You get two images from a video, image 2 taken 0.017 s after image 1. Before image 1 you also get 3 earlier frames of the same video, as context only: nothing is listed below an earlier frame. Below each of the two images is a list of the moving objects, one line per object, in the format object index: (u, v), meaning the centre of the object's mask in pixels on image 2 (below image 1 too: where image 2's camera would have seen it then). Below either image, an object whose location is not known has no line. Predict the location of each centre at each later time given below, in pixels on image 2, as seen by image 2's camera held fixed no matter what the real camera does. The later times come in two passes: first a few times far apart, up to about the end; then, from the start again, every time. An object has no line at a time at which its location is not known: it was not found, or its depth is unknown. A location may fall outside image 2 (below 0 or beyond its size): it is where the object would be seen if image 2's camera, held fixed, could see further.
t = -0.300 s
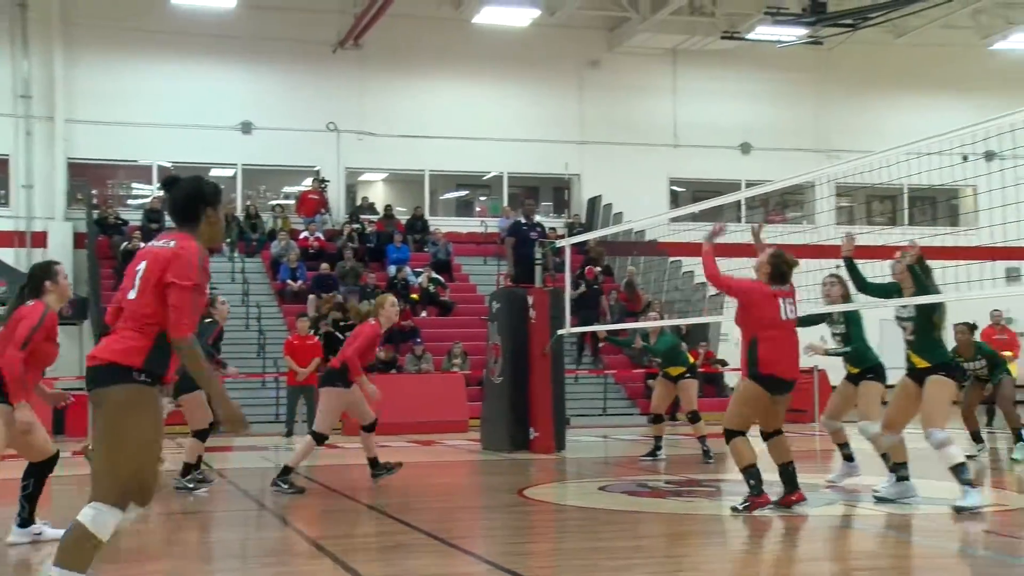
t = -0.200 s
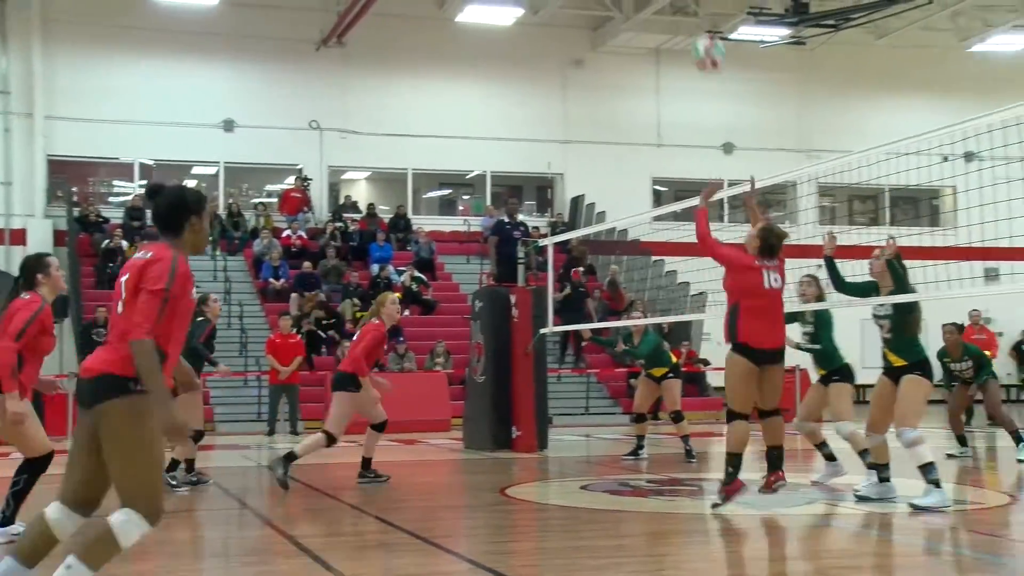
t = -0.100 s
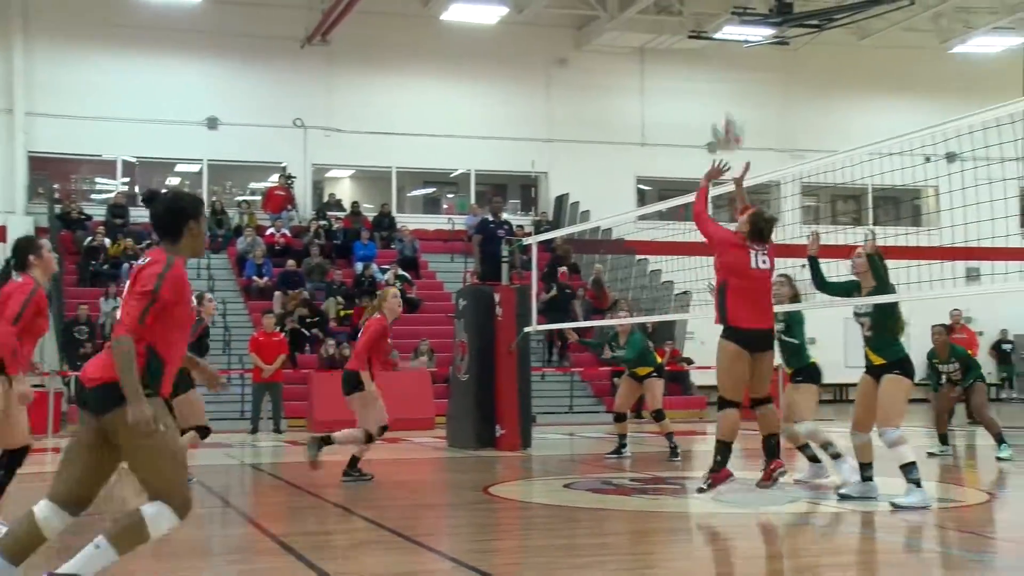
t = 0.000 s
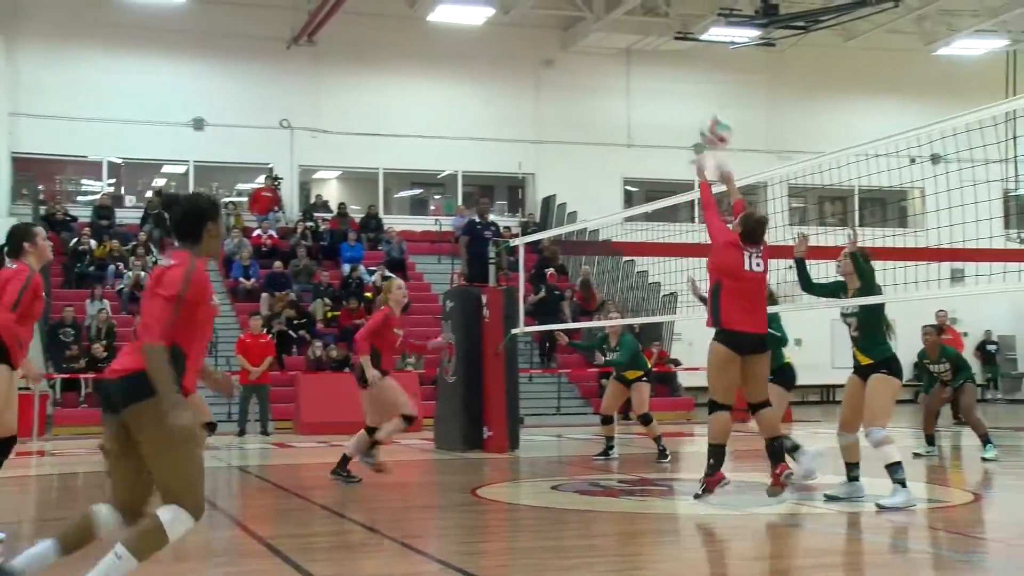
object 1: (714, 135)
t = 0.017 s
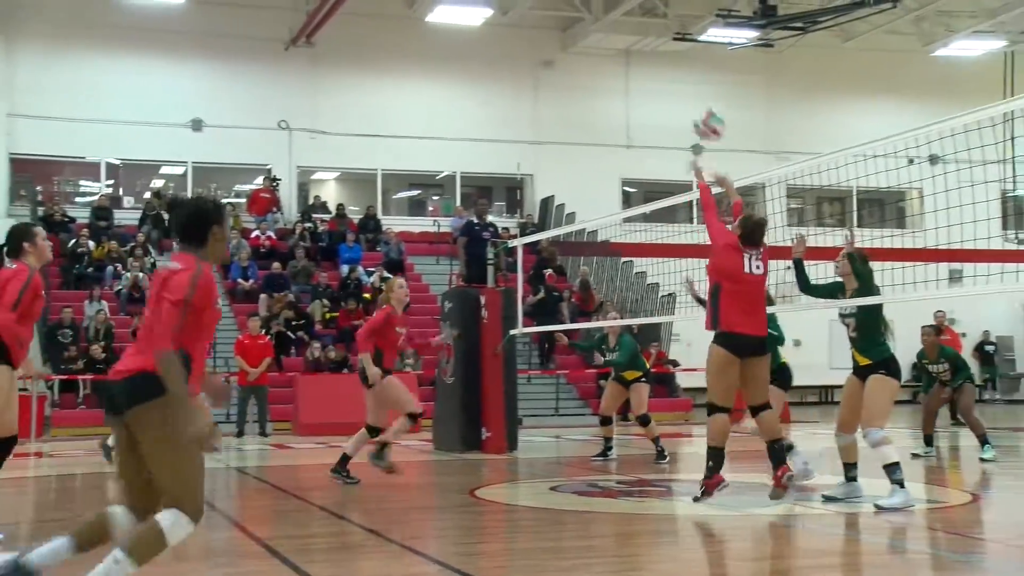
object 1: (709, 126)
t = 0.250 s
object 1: (653, 48)
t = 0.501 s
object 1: (604, 55)
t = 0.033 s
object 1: (705, 118)
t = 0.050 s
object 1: (701, 110)
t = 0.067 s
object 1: (696, 103)
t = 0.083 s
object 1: (692, 96)
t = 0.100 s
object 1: (688, 89)
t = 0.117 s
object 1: (684, 82)
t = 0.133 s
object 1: (680, 76)
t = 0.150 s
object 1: (676, 71)
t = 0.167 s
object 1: (673, 66)
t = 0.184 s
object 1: (670, 61)
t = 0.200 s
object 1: (665, 58)
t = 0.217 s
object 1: (662, 54)
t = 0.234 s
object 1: (657, 51)
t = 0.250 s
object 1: (653, 48)
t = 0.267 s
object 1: (651, 46)
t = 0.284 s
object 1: (647, 45)
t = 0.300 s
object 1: (644, 44)
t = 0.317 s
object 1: (639, 43)
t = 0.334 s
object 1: (636, 43)
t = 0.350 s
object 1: (633, 43)
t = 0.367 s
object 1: (629, 42)
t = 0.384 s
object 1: (625, 43)
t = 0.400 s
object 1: (622, 43)
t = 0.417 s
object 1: (618, 45)
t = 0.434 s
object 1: (615, 46)
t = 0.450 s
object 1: (611, 49)
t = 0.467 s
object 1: (608, 50)
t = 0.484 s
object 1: (606, 52)
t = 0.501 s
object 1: (604, 55)
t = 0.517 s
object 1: (601, 58)
